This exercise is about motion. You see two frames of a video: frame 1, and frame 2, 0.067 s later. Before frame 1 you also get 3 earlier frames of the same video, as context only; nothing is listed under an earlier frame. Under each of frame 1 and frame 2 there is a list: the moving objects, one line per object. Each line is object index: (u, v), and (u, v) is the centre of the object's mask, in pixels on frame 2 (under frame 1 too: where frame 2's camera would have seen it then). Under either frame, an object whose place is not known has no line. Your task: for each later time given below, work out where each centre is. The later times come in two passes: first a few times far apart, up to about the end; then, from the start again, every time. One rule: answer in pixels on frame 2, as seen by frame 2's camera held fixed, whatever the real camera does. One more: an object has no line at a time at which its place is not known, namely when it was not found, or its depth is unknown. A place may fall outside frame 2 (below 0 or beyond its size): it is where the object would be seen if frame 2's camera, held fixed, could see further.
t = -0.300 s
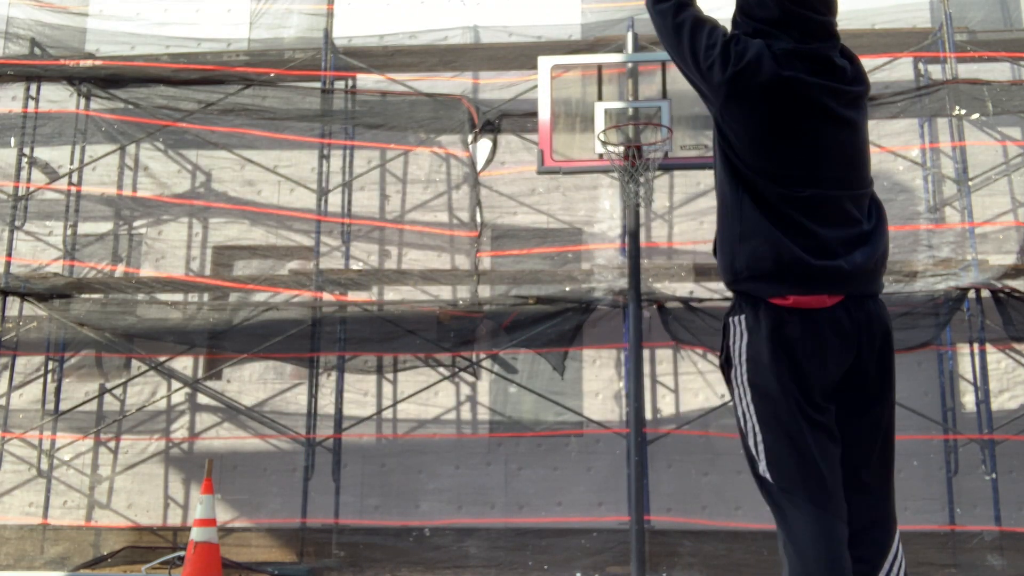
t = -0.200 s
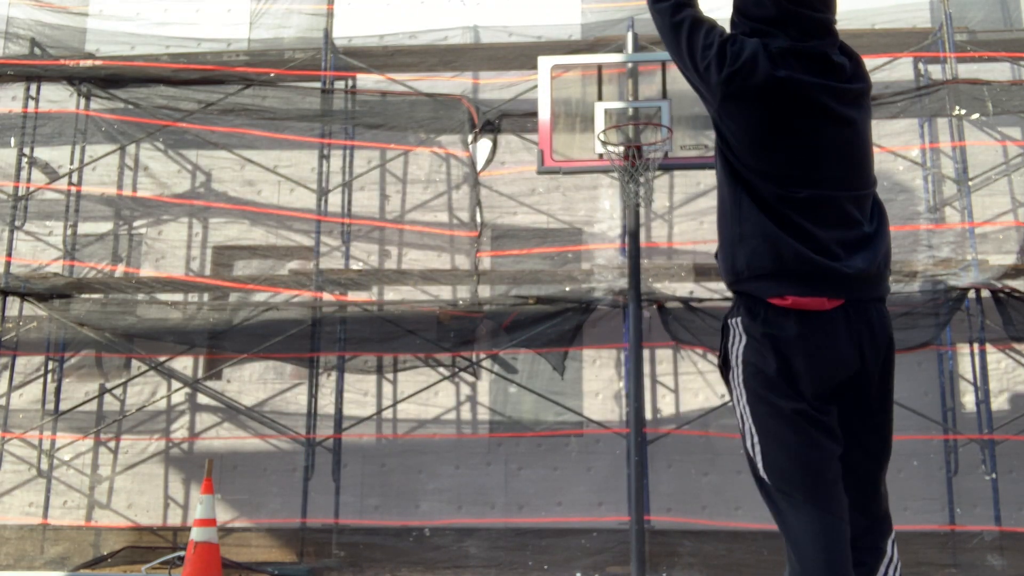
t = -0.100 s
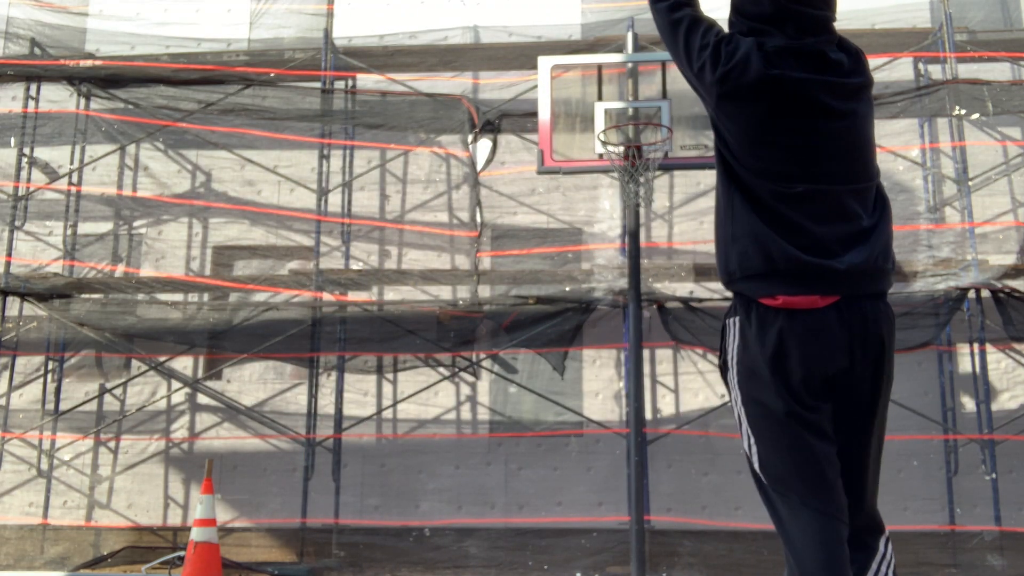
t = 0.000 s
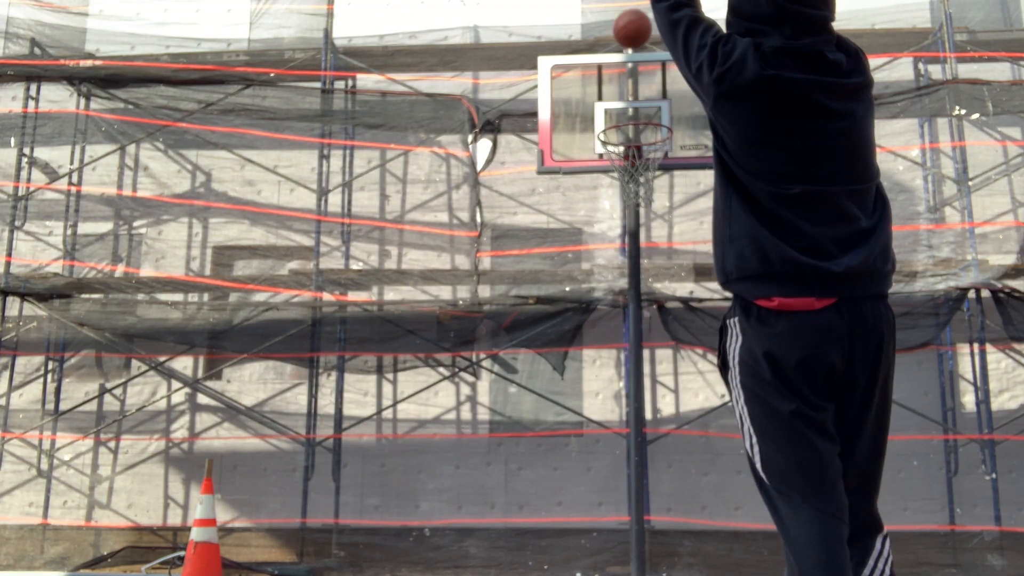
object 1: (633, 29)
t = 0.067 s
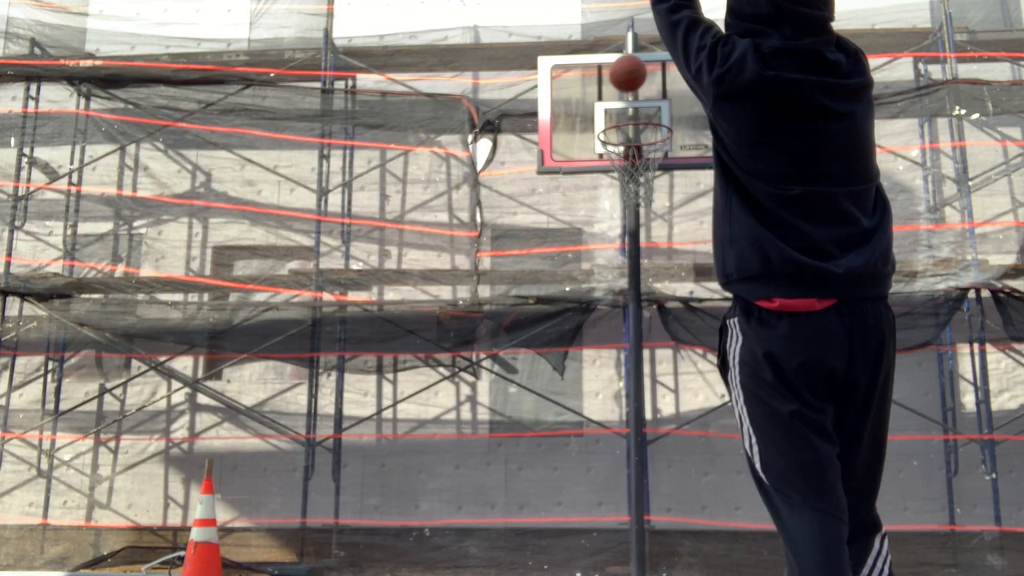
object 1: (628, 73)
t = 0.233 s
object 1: (643, 172)
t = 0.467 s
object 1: (681, 258)
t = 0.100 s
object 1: (626, 96)
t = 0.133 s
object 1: (624, 121)
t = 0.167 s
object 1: (624, 145)
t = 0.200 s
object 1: (633, 159)
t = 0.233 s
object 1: (643, 172)
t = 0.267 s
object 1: (650, 182)
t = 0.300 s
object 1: (654, 190)
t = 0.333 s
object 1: (659, 201)
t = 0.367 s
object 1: (664, 212)
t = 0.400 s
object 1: (670, 225)
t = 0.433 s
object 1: (675, 241)
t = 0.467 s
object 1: (681, 258)
